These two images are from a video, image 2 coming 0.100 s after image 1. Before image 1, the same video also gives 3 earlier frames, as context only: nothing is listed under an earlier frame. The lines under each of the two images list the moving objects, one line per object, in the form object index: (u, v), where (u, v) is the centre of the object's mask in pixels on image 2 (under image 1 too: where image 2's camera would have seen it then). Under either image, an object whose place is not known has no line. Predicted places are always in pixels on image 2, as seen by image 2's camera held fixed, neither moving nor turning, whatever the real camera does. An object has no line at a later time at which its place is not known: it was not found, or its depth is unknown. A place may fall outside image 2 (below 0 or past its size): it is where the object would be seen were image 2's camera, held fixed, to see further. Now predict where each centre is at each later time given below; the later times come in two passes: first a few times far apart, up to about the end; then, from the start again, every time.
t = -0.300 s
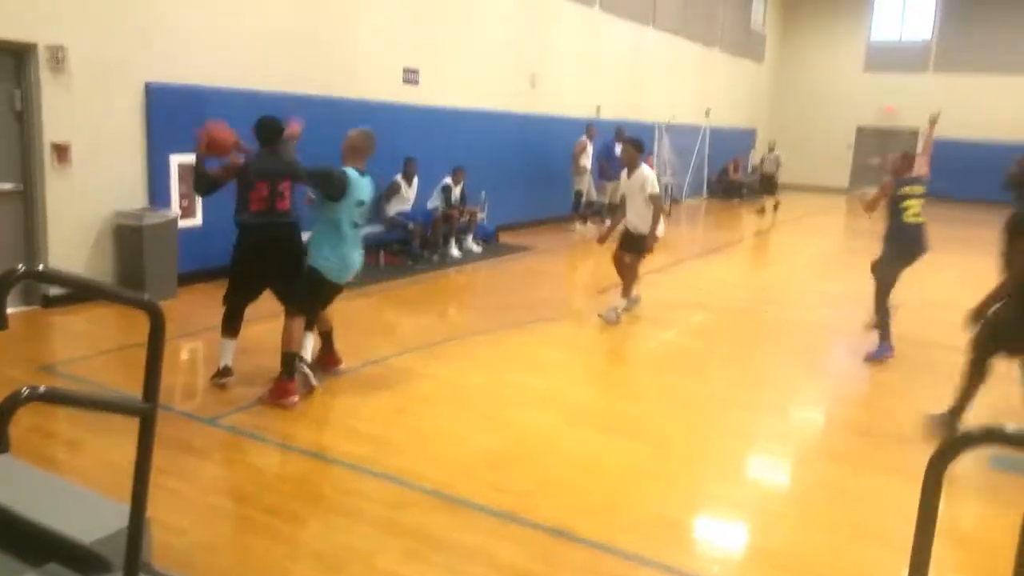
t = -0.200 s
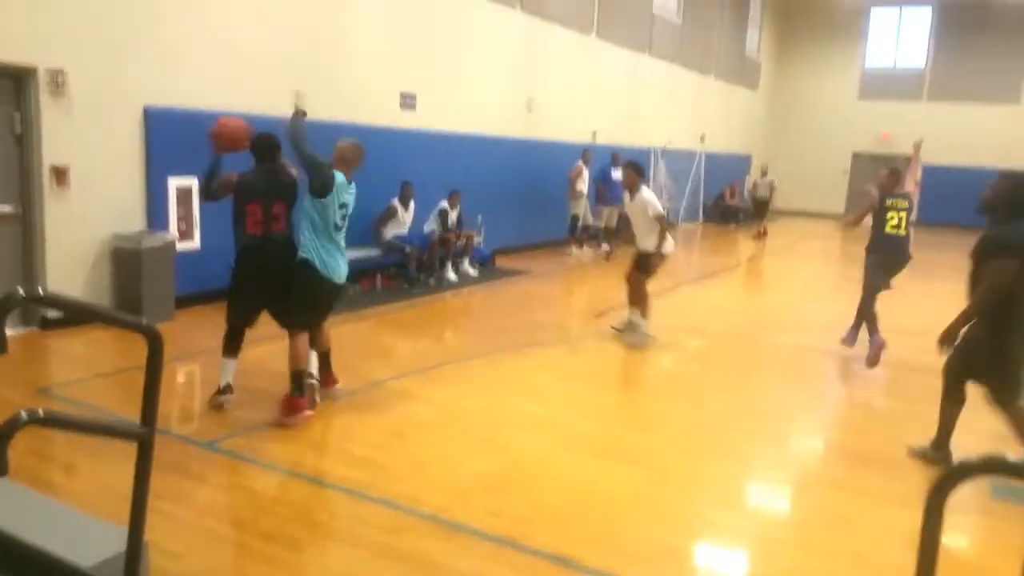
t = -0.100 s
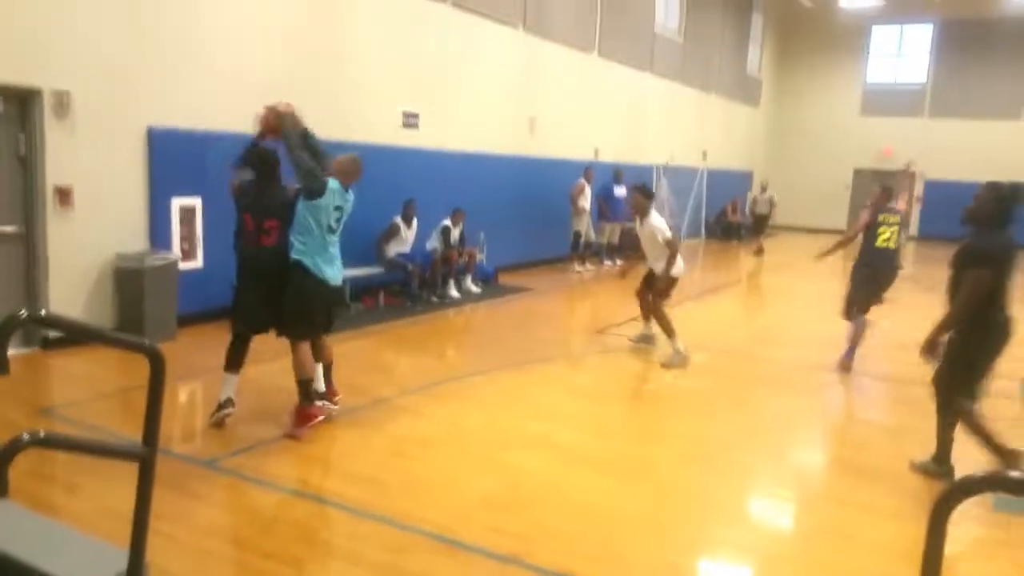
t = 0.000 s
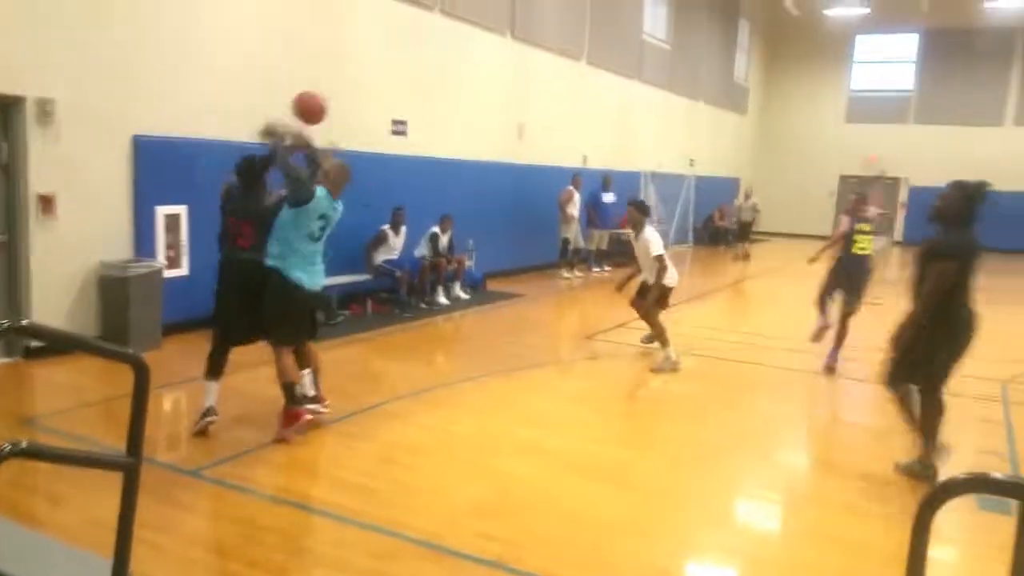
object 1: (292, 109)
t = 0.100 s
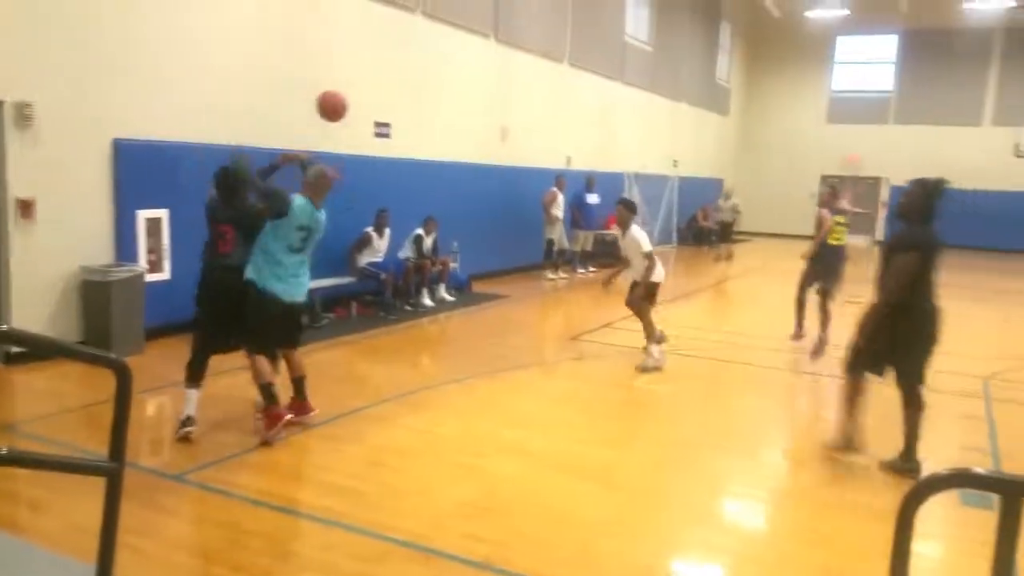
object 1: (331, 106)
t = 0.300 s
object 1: (395, 131)
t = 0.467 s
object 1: (434, 175)
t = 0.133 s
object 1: (343, 107)
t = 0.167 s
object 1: (354, 110)
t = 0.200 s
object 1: (365, 114)
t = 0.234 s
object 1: (376, 119)
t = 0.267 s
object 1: (385, 124)
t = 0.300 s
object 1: (395, 131)
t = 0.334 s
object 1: (403, 138)
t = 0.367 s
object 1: (411, 146)
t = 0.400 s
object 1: (418, 155)
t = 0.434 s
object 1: (425, 164)
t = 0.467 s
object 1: (434, 175)
